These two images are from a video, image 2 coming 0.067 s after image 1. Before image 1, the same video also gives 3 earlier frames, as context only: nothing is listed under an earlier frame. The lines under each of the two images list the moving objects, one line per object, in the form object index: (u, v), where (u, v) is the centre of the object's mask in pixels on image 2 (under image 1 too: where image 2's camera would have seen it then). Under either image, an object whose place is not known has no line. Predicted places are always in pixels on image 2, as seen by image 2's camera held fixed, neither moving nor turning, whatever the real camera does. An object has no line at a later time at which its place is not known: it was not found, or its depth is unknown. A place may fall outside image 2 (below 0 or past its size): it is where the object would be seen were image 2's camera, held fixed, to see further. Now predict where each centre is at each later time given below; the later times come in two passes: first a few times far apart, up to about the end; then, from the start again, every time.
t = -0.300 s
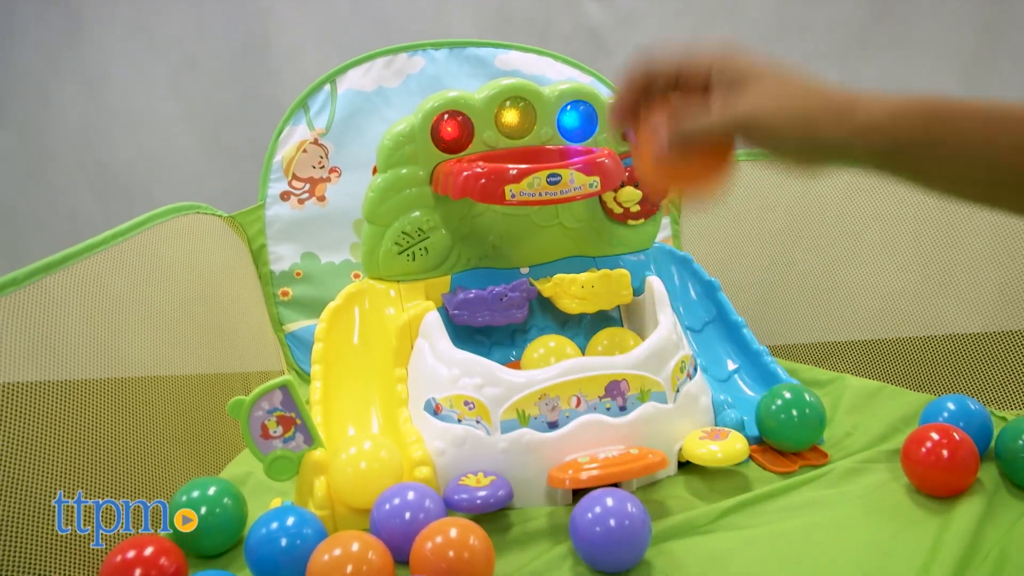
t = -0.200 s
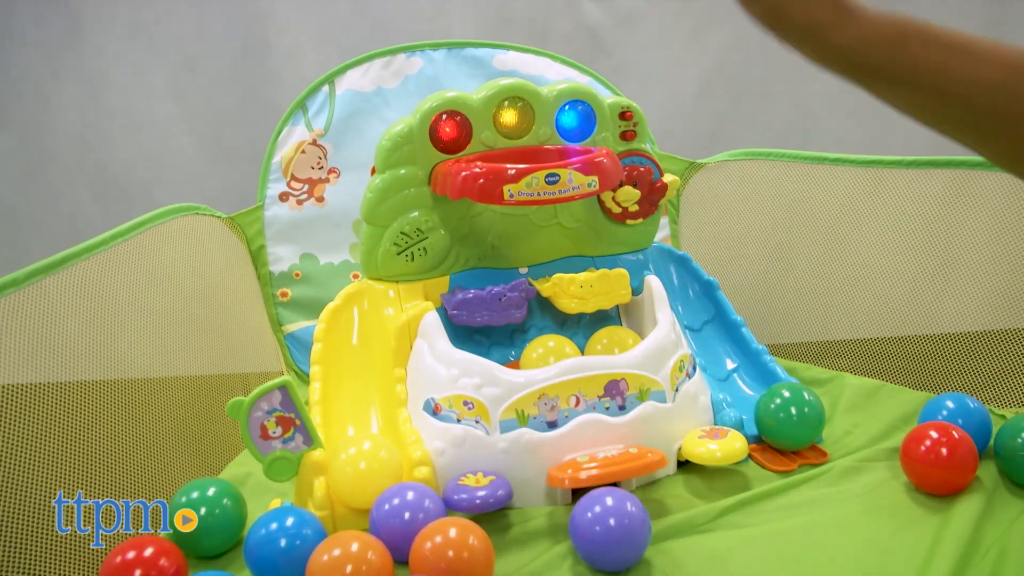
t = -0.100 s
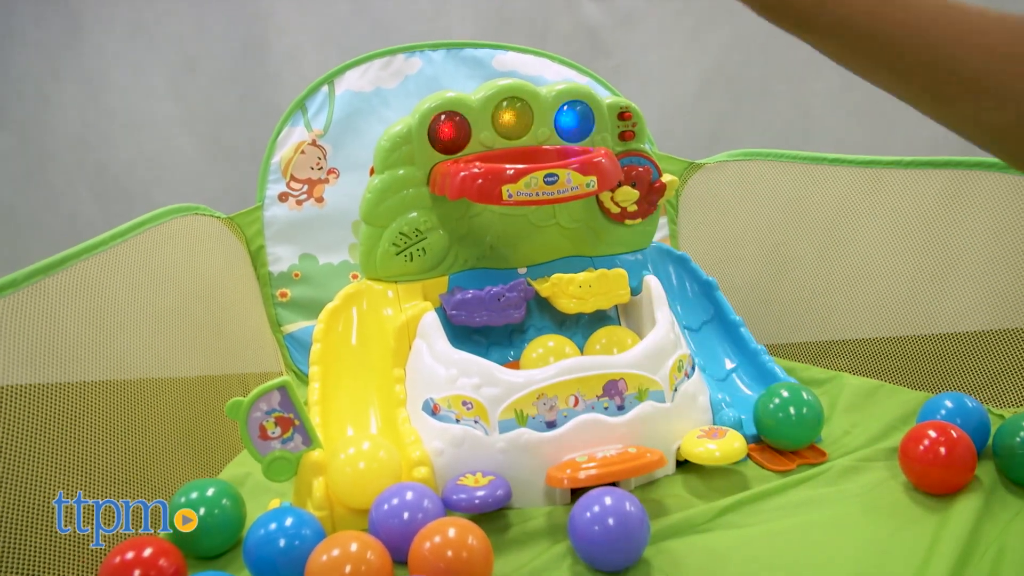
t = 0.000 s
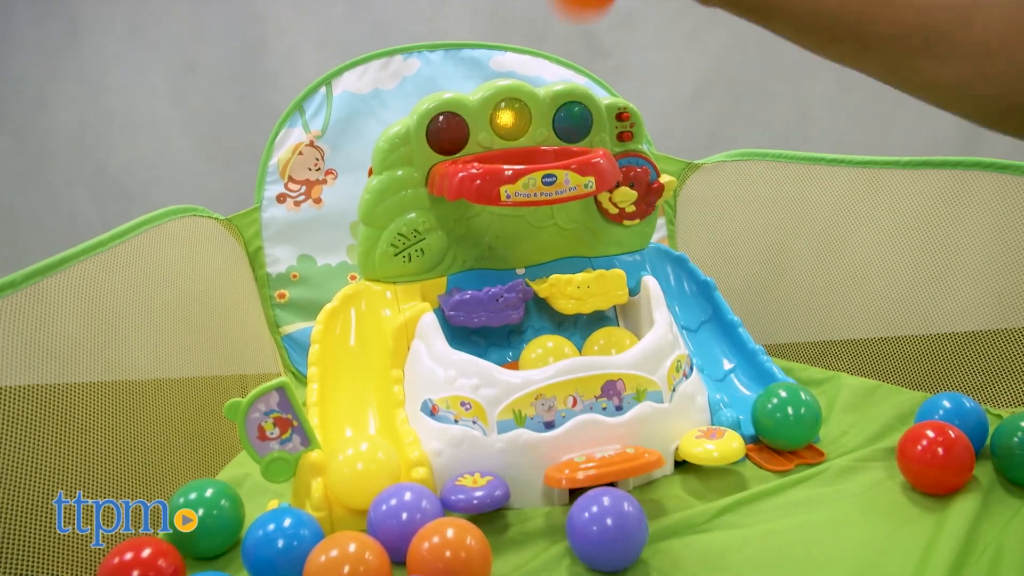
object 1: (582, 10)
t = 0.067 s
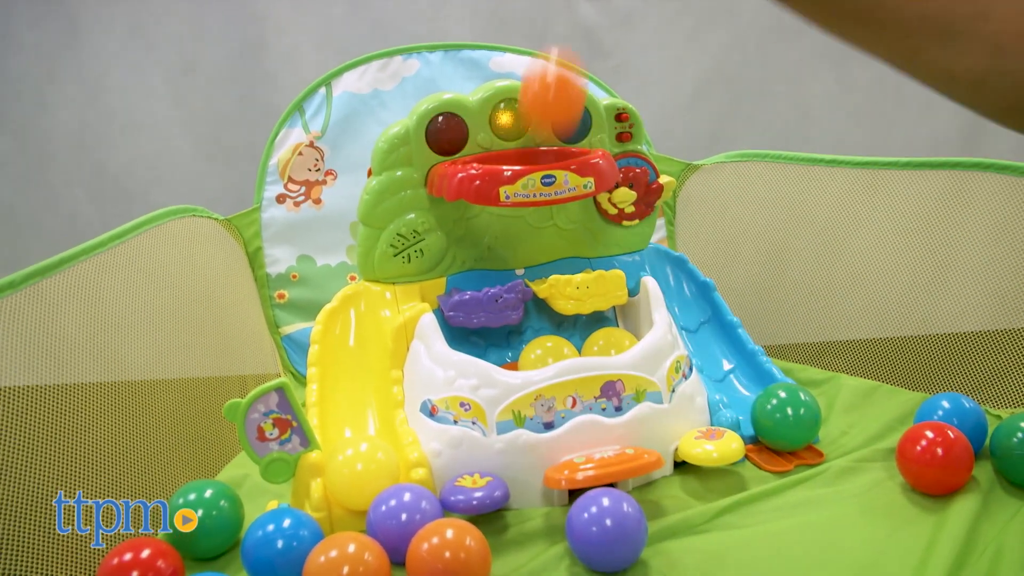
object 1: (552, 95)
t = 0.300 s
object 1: (570, 235)
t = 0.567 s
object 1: (571, 251)
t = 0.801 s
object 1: (555, 253)
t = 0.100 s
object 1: (542, 144)
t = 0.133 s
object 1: (545, 152)
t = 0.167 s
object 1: (541, 153)
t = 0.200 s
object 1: (540, 155)
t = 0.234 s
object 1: (547, 158)
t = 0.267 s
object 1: (564, 217)
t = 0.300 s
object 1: (570, 235)
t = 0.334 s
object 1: (573, 250)
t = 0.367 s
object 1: (579, 249)
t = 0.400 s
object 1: (584, 248)
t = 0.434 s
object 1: (585, 248)
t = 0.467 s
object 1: (584, 248)
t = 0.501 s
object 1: (581, 249)
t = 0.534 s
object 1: (576, 250)
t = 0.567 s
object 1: (571, 251)
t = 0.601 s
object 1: (569, 251)
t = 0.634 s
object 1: (566, 252)
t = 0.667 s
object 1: (562, 252)
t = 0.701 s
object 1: (559, 253)
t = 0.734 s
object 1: (556, 253)
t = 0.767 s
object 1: (555, 253)
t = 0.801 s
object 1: (555, 253)
